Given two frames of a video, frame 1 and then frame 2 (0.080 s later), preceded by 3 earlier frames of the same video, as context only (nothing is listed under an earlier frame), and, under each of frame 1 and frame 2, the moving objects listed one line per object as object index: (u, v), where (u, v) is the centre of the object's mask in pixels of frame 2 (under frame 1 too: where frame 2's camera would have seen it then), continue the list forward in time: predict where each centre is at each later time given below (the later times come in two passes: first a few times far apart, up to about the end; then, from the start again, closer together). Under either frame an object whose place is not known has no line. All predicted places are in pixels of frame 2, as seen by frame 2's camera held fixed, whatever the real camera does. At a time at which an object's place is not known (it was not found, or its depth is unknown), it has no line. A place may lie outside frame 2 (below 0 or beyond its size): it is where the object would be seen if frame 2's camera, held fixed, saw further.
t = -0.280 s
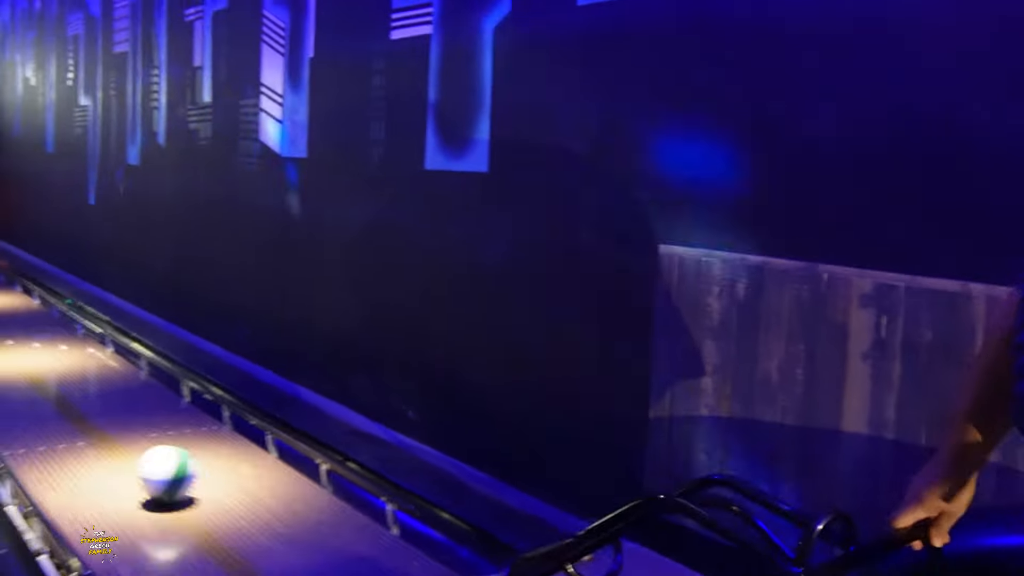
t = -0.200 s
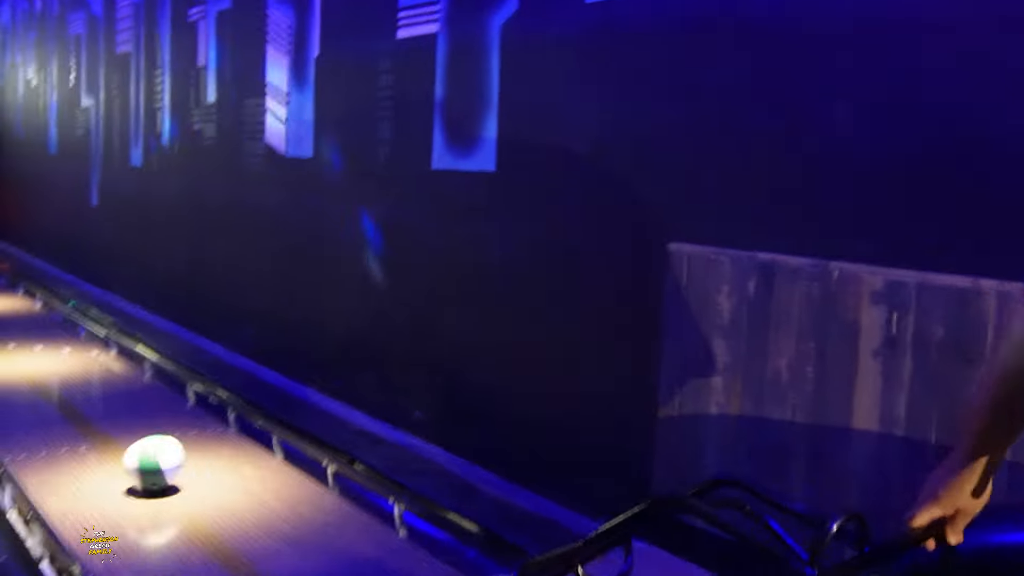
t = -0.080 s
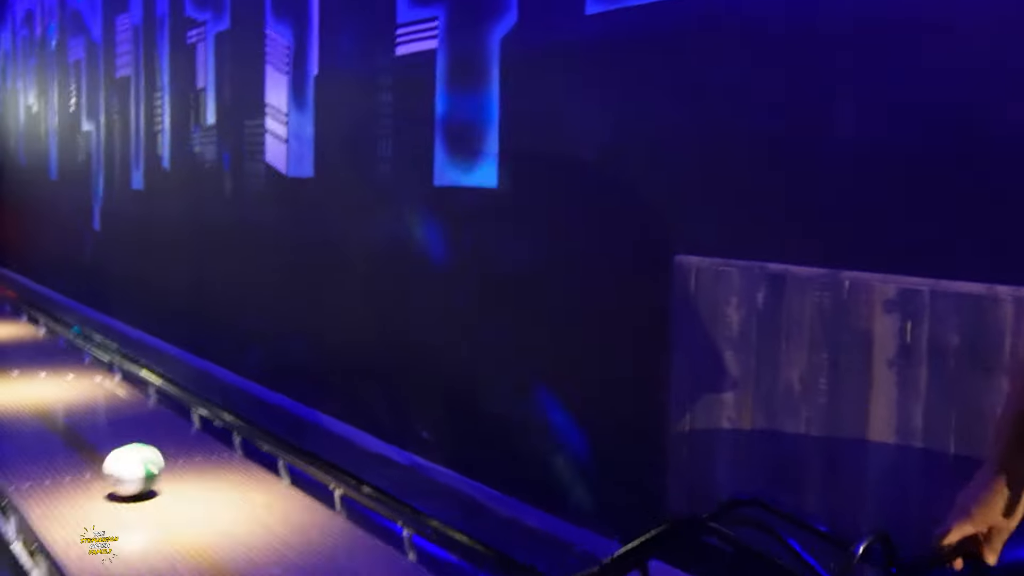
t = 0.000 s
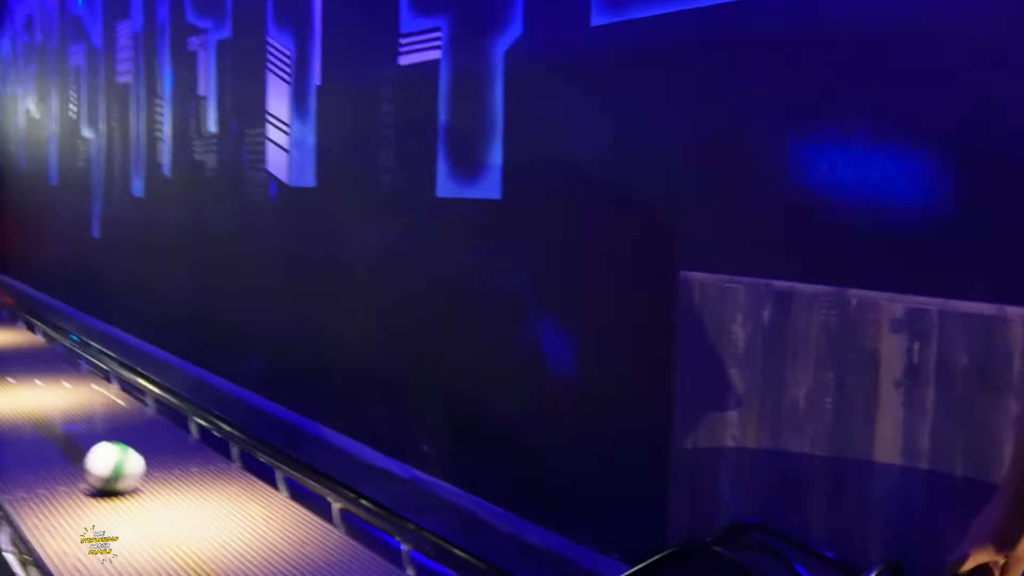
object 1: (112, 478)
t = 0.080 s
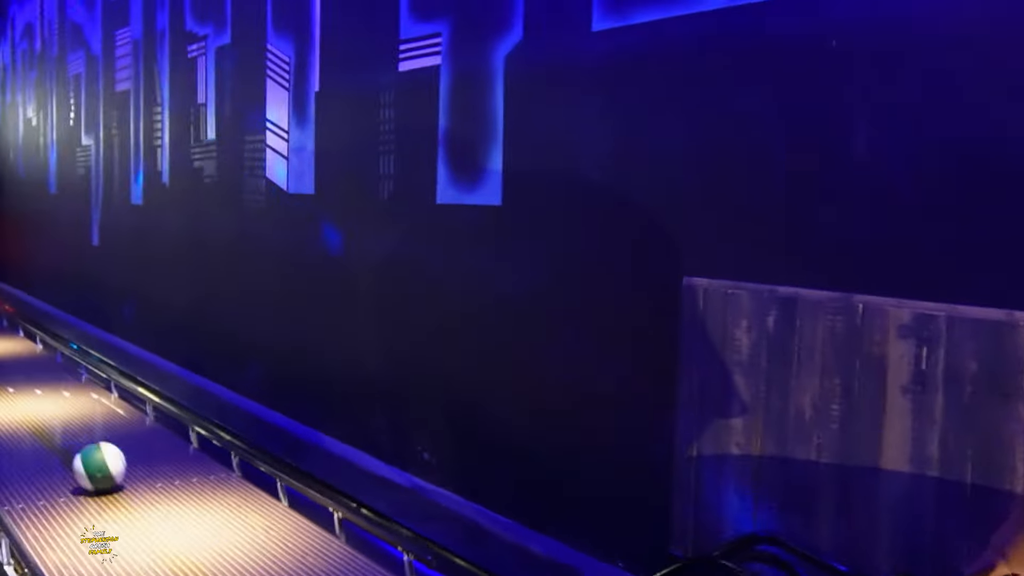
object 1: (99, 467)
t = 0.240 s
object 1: (76, 445)
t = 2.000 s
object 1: (-46, 334)
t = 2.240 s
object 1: (-54, 327)
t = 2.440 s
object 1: (-60, 321)
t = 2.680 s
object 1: (-67, 313)
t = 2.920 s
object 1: (-73, 306)
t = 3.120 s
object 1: (-77, 301)
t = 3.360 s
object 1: (-83, 297)
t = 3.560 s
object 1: (-89, 295)
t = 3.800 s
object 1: (-94, 289)
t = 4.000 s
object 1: (-97, 286)
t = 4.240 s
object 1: (-99, 282)
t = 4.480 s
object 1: (-101, 278)
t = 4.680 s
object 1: (-100, 275)
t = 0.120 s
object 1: (93, 462)
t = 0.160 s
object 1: (87, 456)
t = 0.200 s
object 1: (81, 450)
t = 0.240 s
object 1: (76, 445)
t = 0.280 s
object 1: (70, 440)
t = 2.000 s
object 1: (-46, 334)
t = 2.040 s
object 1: (-48, 333)
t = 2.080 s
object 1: (-49, 331)
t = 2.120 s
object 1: (-50, 330)
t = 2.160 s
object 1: (-52, 329)
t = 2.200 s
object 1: (-53, 328)
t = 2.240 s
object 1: (-54, 327)
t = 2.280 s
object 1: (-55, 326)
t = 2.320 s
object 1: (-57, 325)
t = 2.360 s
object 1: (-58, 324)
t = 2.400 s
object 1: (-58, 322)
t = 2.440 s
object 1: (-60, 321)
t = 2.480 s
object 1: (-61, 319)
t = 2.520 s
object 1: (-62, 318)
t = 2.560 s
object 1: (-63, 317)
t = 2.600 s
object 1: (-64, 317)
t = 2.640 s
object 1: (-66, 315)
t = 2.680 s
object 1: (-67, 313)
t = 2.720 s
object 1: (-67, 312)
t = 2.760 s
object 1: (-68, 311)
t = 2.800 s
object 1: (-69, 310)
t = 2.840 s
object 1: (-71, 309)
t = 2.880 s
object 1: (-72, 307)
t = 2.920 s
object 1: (-73, 306)
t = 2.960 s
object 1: (-74, 305)
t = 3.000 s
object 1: (-75, 303)
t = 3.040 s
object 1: (-75, 303)
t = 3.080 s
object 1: (-76, 302)
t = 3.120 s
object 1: (-77, 301)
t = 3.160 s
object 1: (-78, 301)
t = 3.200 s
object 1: (-79, 300)
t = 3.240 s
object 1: (-81, 300)
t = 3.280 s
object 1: (-82, 299)
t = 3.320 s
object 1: (-83, 298)
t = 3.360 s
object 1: (-83, 297)
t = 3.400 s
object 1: (-85, 297)
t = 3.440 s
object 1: (-87, 296)
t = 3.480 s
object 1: (-87, 295)
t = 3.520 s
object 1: (-88, 295)
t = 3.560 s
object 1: (-89, 295)
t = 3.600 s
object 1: (-90, 294)
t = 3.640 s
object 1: (-92, 292)
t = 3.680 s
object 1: (-92, 292)
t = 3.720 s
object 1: (-93, 291)
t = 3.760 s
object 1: (-93, 290)
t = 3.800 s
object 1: (-94, 289)
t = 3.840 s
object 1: (-94, 288)
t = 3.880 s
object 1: (-95, 287)
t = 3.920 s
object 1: (-95, 287)
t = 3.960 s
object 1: (-96, 286)
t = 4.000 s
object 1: (-97, 286)
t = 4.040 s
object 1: (-97, 285)
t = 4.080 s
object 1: (-97, 284)
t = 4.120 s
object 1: (-98, 284)
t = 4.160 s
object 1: (-98, 283)
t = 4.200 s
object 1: (-98, 283)
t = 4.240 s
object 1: (-99, 282)
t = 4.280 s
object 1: (-100, 282)
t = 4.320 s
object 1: (-100, 281)
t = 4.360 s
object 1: (-100, 281)
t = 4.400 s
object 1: (-100, 281)
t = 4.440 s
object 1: (-101, 279)
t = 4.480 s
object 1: (-101, 278)
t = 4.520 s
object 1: (-101, 278)
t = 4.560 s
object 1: (-102, 277)
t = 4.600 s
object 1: (-102, 276)
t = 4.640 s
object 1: (-101, 275)
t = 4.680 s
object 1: (-100, 275)
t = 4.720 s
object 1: (-100, 274)
